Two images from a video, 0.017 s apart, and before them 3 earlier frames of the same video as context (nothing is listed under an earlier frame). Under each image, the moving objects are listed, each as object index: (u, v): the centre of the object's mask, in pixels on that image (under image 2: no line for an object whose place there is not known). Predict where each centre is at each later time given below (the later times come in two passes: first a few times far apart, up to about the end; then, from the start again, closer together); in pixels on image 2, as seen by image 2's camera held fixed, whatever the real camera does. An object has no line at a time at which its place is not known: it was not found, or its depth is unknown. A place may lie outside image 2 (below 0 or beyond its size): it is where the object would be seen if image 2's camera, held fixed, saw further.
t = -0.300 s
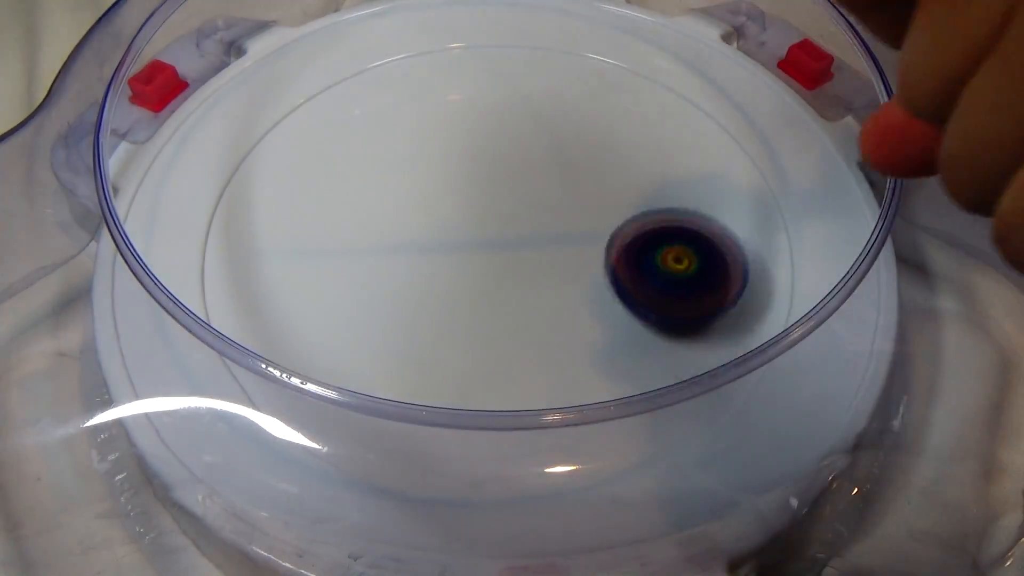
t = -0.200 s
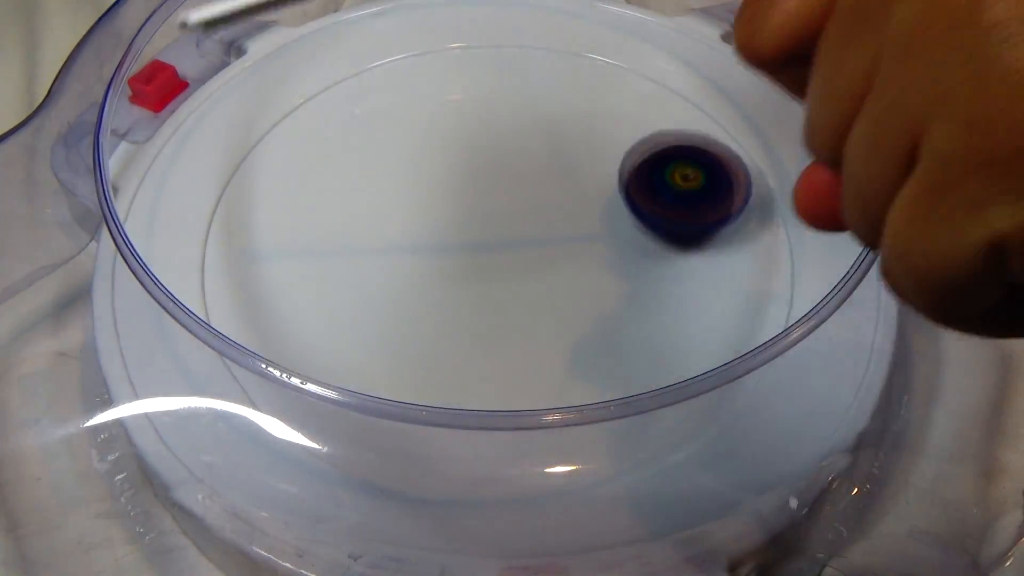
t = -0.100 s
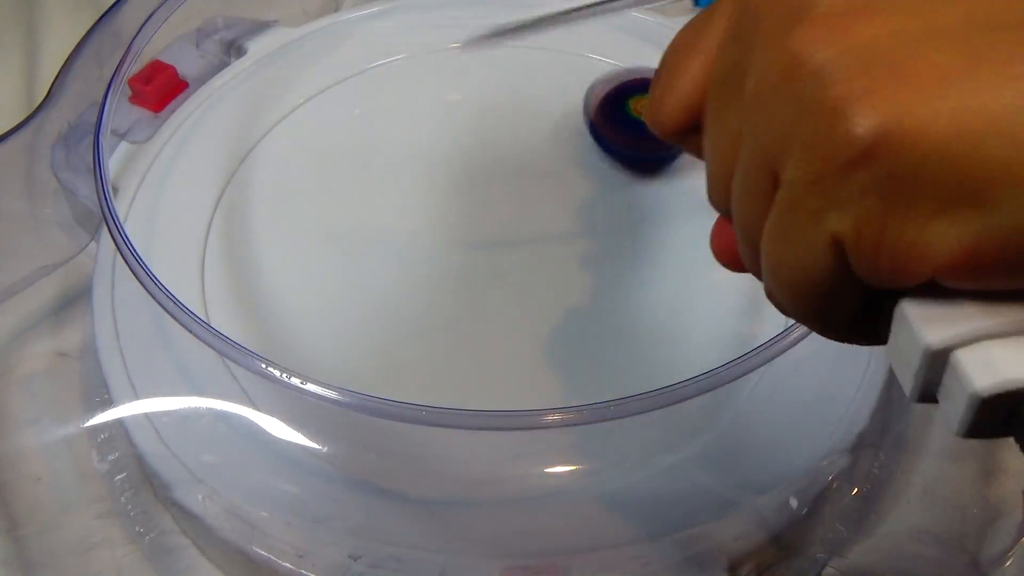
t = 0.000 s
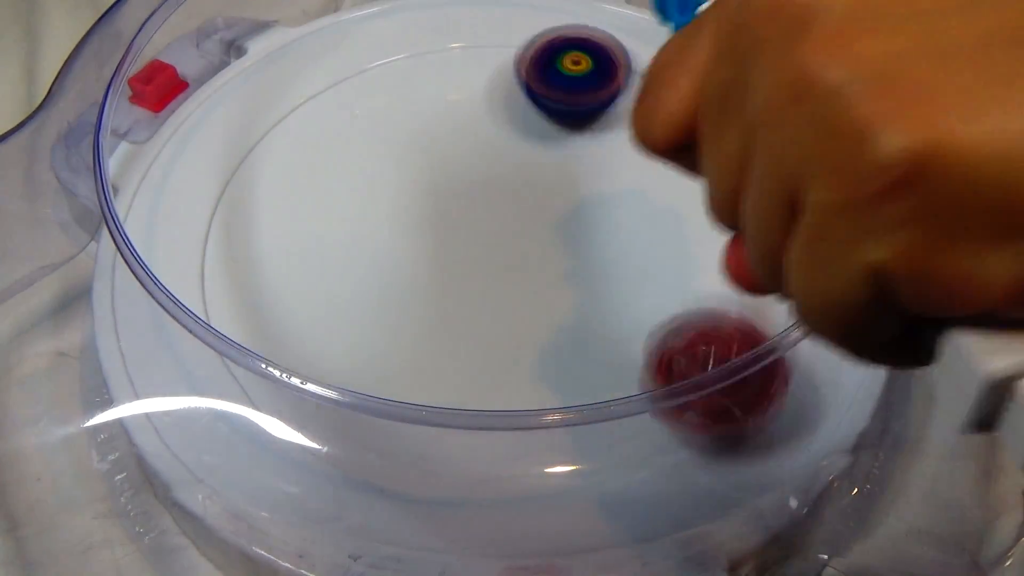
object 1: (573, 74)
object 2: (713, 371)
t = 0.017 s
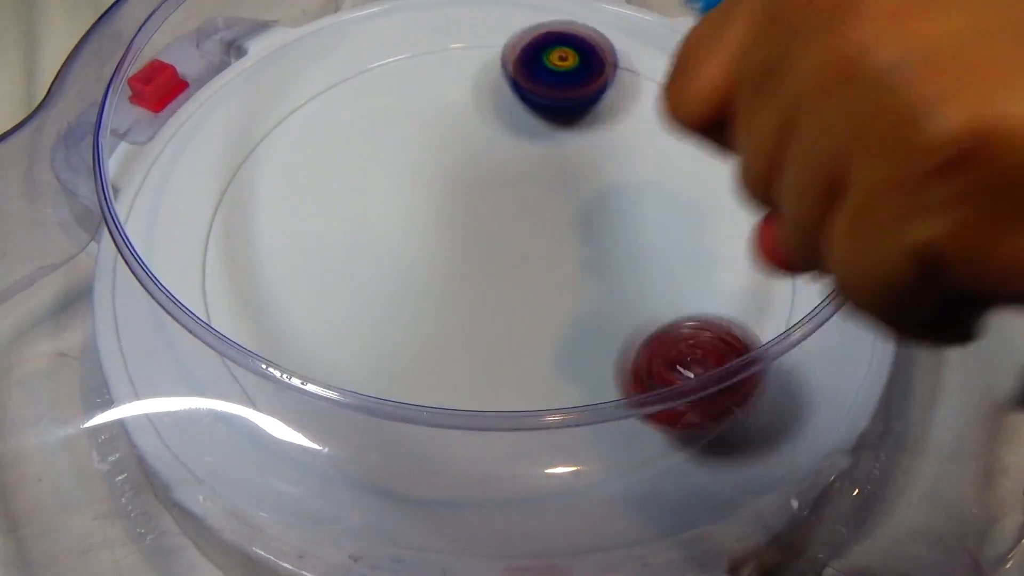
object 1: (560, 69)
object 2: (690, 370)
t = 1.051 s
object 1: (681, 161)
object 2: (343, 343)
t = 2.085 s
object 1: (612, 156)
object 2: (435, 61)
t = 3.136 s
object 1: (515, 257)
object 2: (757, 159)
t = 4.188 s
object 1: (390, 100)
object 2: (303, 303)
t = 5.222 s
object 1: (682, 143)
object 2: (565, 106)
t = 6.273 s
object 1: (411, 102)
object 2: (480, 240)
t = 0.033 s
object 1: (546, 66)
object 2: (657, 343)
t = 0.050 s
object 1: (532, 63)
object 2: (625, 333)
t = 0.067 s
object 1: (517, 60)
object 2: (585, 318)
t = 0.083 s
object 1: (502, 60)
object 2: (549, 307)
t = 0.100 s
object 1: (487, 61)
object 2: (508, 303)
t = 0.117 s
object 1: (471, 62)
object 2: (468, 303)
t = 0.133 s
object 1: (455, 65)
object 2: (430, 310)
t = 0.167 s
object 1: (426, 72)
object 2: (365, 332)
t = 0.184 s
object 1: (413, 77)
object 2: (339, 341)
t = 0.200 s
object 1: (400, 83)
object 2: (320, 332)
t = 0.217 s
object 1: (389, 90)
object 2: (303, 318)
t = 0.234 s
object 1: (378, 98)
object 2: (289, 304)
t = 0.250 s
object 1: (366, 108)
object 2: (276, 294)
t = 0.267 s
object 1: (356, 118)
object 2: (266, 289)
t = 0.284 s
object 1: (347, 128)
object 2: (258, 289)
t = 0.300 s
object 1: (340, 139)
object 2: (253, 293)
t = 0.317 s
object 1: (334, 151)
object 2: (249, 295)
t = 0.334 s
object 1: (329, 164)
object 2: (243, 287)
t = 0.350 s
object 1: (325, 177)
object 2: (242, 276)
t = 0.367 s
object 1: (323, 191)
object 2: (241, 274)
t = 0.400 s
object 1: (332, 218)
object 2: (235, 275)
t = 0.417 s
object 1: (342, 229)
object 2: (227, 278)
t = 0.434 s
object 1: (357, 239)
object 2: (221, 283)
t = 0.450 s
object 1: (372, 250)
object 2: (202, 299)
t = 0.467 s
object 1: (387, 261)
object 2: (197, 308)
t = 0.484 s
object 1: (401, 272)
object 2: (192, 306)
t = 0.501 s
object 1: (416, 282)
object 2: (188, 304)
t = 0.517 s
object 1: (430, 293)
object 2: (190, 312)
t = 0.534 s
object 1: (444, 302)
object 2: (185, 327)
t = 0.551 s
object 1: (458, 311)
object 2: (195, 339)
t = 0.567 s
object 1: (473, 319)
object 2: (202, 357)
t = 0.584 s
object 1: (488, 327)
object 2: (197, 359)
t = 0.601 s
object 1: (505, 333)
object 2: (189, 360)
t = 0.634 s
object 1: (538, 339)
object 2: (174, 383)
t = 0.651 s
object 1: (556, 341)
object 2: (180, 397)
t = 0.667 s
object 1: (573, 341)
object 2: (188, 415)
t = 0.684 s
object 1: (590, 340)
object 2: (188, 418)
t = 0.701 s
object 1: (607, 338)
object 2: (187, 416)
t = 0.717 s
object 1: (623, 335)
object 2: (191, 419)
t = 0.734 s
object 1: (639, 331)
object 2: (197, 425)
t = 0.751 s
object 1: (654, 326)
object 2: (206, 435)
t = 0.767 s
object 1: (667, 320)
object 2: (221, 435)
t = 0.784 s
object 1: (679, 313)
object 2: (237, 434)
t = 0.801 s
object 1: (690, 306)
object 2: (258, 436)
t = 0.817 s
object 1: (699, 298)
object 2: (272, 435)
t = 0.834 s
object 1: (708, 290)
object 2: (278, 438)
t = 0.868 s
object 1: (722, 271)
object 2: (306, 432)
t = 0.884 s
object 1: (726, 260)
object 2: (316, 413)
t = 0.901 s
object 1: (729, 249)
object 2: (319, 405)
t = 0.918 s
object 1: (730, 239)
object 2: (321, 404)
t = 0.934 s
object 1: (729, 228)
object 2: (326, 406)
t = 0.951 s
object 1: (727, 217)
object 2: (337, 390)
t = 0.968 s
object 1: (722, 206)
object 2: (345, 390)
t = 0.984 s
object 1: (717, 196)
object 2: (351, 378)
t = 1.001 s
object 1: (709, 186)
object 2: (356, 362)
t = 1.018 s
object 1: (701, 178)
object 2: (354, 357)
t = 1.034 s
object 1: (691, 170)
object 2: (350, 351)
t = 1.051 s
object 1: (681, 161)
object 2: (343, 343)
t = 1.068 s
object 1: (668, 154)
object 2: (336, 336)
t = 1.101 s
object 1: (642, 143)
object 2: (316, 318)
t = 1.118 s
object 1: (628, 138)
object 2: (305, 308)
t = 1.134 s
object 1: (613, 134)
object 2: (293, 297)
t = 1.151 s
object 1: (598, 132)
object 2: (281, 287)
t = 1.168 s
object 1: (583, 130)
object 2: (268, 276)
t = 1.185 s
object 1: (569, 129)
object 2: (254, 267)
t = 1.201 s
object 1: (554, 129)
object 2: (240, 257)
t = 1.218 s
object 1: (540, 131)
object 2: (228, 249)
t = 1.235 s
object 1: (526, 132)
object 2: (216, 240)
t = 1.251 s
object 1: (511, 135)
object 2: (216, 232)
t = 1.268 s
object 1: (497, 138)
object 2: (225, 229)
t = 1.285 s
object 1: (483, 143)
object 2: (234, 230)
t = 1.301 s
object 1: (469, 147)
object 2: (243, 227)
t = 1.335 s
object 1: (444, 158)
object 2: (253, 222)
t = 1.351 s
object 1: (432, 165)
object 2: (257, 217)
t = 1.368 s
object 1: (421, 171)
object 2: (259, 213)
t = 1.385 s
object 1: (410, 179)
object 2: (259, 206)
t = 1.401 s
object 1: (401, 187)
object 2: (259, 202)
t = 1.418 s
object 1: (391, 196)
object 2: (259, 195)
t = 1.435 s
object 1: (391, 205)
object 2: (248, 186)
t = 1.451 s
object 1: (398, 215)
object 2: (232, 176)
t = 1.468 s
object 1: (403, 226)
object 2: (227, 171)
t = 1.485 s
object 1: (408, 237)
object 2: (232, 169)
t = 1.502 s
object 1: (413, 249)
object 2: (238, 173)
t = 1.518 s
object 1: (419, 260)
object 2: (247, 181)
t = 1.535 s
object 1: (425, 270)
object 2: (248, 176)
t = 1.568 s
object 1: (441, 290)
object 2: (256, 178)
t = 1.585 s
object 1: (452, 298)
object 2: (258, 172)
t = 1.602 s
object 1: (464, 306)
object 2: (261, 170)
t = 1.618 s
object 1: (477, 313)
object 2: (261, 164)
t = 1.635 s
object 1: (490, 318)
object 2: (263, 160)
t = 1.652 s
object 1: (505, 323)
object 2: (266, 156)
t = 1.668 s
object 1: (519, 326)
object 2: (270, 152)
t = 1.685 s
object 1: (533, 328)
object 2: (274, 148)
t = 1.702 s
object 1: (548, 329)
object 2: (278, 145)
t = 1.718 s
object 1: (564, 329)
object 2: (282, 142)
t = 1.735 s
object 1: (579, 327)
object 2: (287, 139)
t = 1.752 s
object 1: (595, 324)
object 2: (292, 137)
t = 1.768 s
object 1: (609, 319)
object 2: (298, 135)
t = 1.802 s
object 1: (633, 308)
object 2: (311, 131)
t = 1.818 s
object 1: (644, 301)
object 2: (317, 128)
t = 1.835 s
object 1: (654, 293)
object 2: (324, 127)
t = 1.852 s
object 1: (662, 283)
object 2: (330, 125)
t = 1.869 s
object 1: (668, 273)
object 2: (338, 123)
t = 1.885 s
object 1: (672, 263)
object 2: (346, 120)
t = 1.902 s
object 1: (675, 252)
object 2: (355, 116)
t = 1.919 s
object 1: (677, 241)
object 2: (363, 111)
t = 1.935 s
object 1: (677, 230)
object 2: (370, 107)
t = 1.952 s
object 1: (675, 220)
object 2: (379, 102)
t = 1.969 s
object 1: (671, 210)
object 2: (387, 97)
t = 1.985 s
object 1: (666, 200)
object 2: (396, 91)
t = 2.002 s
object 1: (660, 191)
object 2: (403, 85)
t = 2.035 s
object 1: (644, 175)
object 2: (415, 75)
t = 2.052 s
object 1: (634, 168)
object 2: (423, 71)
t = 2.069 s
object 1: (624, 162)
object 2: (429, 66)
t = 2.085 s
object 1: (612, 156)
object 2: (435, 61)
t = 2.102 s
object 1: (601, 152)
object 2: (441, 58)
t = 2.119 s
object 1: (591, 148)
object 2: (447, 56)
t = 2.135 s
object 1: (578, 144)
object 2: (452, 53)
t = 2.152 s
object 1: (564, 142)
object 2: (457, 50)
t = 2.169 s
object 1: (551, 141)
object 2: (461, 49)
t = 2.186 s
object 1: (539, 140)
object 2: (465, 48)
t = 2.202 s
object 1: (526, 139)
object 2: (469, 48)
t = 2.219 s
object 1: (513, 140)
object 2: (474, 48)
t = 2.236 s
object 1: (499, 142)
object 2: (478, 49)
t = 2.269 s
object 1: (475, 147)
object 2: (486, 51)
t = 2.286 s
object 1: (463, 150)
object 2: (490, 53)
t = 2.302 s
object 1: (450, 155)
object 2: (495, 54)
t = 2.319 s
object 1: (438, 160)
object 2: (498, 56)
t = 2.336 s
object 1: (427, 166)
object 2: (502, 57)
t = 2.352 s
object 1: (418, 172)
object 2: (507, 61)
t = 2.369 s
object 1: (408, 179)
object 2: (512, 63)
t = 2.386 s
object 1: (399, 186)
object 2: (517, 65)
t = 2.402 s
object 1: (389, 195)
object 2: (523, 69)
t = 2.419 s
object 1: (383, 203)
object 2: (530, 72)
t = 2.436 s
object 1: (377, 212)
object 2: (536, 75)
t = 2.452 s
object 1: (372, 222)
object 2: (541, 77)
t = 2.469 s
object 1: (367, 232)
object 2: (548, 80)
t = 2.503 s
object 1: (361, 252)
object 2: (564, 87)
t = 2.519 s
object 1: (361, 263)
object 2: (571, 91)
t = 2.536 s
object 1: (362, 274)
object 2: (581, 94)
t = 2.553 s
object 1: (363, 285)
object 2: (591, 97)
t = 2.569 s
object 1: (367, 296)
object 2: (600, 99)
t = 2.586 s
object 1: (372, 306)
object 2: (607, 102)
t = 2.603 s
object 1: (380, 316)
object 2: (617, 106)
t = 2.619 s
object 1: (388, 325)
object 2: (626, 109)
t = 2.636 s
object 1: (397, 333)
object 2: (634, 111)
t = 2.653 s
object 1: (407, 340)
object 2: (644, 114)
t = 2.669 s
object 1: (420, 345)
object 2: (654, 117)
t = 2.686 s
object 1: (434, 350)
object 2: (665, 118)
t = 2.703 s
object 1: (448, 353)
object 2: (671, 120)
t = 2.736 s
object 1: (478, 358)
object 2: (688, 126)
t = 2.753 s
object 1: (495, 360)
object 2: (694, 128)
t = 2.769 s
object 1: (508, 358)
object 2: (702, 132)
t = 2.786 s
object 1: (523, 358)
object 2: (709, 134)
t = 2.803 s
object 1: (540, 356)
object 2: (712, 135)
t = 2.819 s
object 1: (555, 352)
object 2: (715, 138)
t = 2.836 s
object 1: (568, 348)
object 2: (718, 142)
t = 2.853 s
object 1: (582, 344)
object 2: (719, 145)
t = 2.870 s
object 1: (595, 338)
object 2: (720, 149)
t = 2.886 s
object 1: (604, 331)
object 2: (721, 151)
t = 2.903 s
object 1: (614, 323)
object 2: (721, 154)
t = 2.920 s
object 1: (623, 313)
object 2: (720, 158)
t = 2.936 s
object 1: (630, 303)
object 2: (720, 162)
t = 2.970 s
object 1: (640, 284)
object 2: (719, 171)
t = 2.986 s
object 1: (642, 273)
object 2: (719, 175)
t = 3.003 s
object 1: (643, 263)
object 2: (717, 179)
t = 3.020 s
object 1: (631, 260)
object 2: (723, 177)
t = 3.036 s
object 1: (612, 262)
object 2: (736, 170)
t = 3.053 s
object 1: (596, 263)
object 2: (744, 167)
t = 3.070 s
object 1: (577, 262)
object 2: (751, 163)
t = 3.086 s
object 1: (560, 261)
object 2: (755, 160)
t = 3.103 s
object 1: (546, 259)
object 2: (759, 159)
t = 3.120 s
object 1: (530, 258)
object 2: (758, 158)
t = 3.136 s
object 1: (515, 257)
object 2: (757, 159)
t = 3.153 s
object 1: (503, 256)
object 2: (753, 160)
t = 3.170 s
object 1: (488, 257)
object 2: (750, 162)
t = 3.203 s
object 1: (463, 260)
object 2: (742, 165)
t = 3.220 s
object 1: (451, 262)
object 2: (737, 167)
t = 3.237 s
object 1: (439, 265)
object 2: (730, 171)
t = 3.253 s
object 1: (430, 267)
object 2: (726, 173)
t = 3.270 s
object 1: (420, 271)
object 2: (719, 177)
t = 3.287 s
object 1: (410, 275)
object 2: (712, 181)
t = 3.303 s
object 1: (402, 279)
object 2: (703, 188)
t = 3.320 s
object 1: (393, 283)
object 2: (695, 196)
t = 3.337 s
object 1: (385, 288)
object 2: (685, 204)
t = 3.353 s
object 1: (379, 293)
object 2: (676, 212)
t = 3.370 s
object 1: (373, 298)
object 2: (665, 219)
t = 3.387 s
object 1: (366, 304)
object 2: (654, 229)
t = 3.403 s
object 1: (362, 310)
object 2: (645, 238)
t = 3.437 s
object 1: (356, 323)
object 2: (624, 264)
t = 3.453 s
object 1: (356, 328)
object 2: (612, 278)
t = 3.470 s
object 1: (358, 333)
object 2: (605, 292)
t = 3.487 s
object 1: (362, 337)
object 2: (595, 307)
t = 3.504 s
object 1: (367, 342)
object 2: (588, 322)
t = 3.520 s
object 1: (375, 346)
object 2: (579, 336)
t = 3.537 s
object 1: (384, 349)
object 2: (572, 351)
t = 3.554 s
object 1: (394, 353)
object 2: (568, 361)
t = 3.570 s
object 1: (408, 354)
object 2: (561, 369)
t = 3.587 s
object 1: (418, 355)
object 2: (559, 376)
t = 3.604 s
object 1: (428, 353)
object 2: (557, 405)
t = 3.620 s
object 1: (433, 345)
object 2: (561, 429)
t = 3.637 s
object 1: (437, 332)
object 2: (560, 438)
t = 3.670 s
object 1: (445, 316)
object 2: (560, 443)
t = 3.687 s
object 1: (449, 303)
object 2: (560, 437)
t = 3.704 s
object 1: (450, 289)
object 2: (561, 432)
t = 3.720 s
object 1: (453, 277)
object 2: (558, 430)
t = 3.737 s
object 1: (453, 264)
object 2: (558, 430)
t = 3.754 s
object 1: (454, 252)
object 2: (551, 428)
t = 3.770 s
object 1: (454, 239)
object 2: (540, 411)
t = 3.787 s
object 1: (454, 228)
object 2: (532, 412)
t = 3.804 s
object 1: (453, 218)
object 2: (524, 411)
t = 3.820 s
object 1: (452, 209)
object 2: (519, 408)
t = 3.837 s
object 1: (451, 200)
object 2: (506, 405)
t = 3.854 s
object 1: (449, 192)
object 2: (499, 400)
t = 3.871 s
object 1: (447, 185)
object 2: (490, 396)
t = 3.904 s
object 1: (441, 173)
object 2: (469, 380)
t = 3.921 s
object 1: (437, 167)
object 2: (459, 378)
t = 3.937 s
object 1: (434, 163)
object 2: (448, 375)
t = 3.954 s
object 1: (430, 158)
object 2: (437, 373)
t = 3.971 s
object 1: (426, 152)
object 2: (425, 369)
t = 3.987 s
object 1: (423, 146)
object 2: (416, 365)
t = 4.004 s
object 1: (419, 141)
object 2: (404, 362)
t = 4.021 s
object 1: (415, 136)
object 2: (391, 357)
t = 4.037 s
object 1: (411, 130)
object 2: (383, 352)
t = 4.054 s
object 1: (408, 125)
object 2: (371, 348)
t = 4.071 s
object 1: (405, 121)
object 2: (360, 342)
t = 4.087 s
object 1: (403, 118)
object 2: (354, 337)
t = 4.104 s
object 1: (400, 114)
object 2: (342, 331)
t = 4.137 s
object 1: (395, 108)
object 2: (325, 319)
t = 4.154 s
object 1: (393, 105)
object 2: (315, 314)
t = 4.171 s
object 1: (391, 102)
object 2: (307, 307)
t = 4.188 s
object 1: (390, 100)
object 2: (303, 303)
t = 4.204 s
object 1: (389, 99)
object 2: (295, 296)
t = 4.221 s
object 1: (388, 97)
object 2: (291, 290)
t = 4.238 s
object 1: (387, 95)
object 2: (289, 286)
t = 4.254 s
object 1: (387, 95)
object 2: (284, 280)
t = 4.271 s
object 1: (388, 94)
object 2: (282, 274)
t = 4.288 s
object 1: (389, 94)
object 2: (282, 270)
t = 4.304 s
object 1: (390, 94)
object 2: (279, 265)
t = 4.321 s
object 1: (392, 94)
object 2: (279, 259)
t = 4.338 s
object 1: (394, 94)
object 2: (282, 256)
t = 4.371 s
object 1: (402, 95)
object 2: (282, 245)
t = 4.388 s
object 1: (406, 96)
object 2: (287, 241)
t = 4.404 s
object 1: (411, 97)
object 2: (287, 236)
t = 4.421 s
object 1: (416, 97)
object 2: (290, 230)
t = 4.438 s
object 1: (422, 98)
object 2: (295, 226)
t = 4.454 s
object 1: (428, 99)
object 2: (297, 221)
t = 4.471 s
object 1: (434, 100)
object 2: (301, 215)
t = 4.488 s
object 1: (441, 101)
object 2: (308, 210)
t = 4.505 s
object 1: (447, 101)
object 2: (311, 206)
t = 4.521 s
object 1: (455, 101)
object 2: (316, 200)
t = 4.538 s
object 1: (462, 102)
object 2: (321, 194)
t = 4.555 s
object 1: (470, 102)
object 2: (327, 189)
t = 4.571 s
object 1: (478, 103)
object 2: (333, 185)
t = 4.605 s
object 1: (493, 103)
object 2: (345, 172)
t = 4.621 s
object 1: (500, 103)
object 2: (352, 167)
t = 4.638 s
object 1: (508, 103)
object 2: (357, 160)
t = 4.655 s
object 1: (515, 103)
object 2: (365, 154)
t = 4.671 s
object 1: (523, 103)
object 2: (373, 150)
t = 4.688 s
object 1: (530, 103)
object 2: (378, 143)
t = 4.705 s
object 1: (538, 102)
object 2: (384, 137)
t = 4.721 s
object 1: (546, 101)
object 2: (393, 130)
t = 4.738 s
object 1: (552, 101)
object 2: (398, 125)
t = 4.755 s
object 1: (560, 100)
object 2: (404, 119)
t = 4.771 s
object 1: (566, 99)
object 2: (410, 112)
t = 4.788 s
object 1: (574, 98)
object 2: (417, 107)
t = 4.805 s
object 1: (580, 98)
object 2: (424, 104)
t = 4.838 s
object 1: (594, 96)
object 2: (434, 94)
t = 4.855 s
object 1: (600, 95)
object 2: (442, 91)
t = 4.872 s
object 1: (607, 95)
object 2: (446, 89)
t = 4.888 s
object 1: (612, 95)
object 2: (452, 86)
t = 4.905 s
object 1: (619, 94)
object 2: (457, 83)
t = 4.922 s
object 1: (625, 95)
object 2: (463, 82)
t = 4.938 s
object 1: (630, 95)
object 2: (470, 82)
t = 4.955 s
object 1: (636, 95)
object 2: (473, 79)
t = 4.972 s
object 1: (641, 96)
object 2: (480, 79)
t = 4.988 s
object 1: (646, 97)
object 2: (487, 79)
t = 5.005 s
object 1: (651, 98)
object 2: (491, 79)
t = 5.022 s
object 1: (655, 99)
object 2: (495, 79)
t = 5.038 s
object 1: (660, 101)
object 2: (500, 79)
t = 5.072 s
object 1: (666, 105)
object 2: (513, 82)
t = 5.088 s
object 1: (669, 108)
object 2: (516, 83)
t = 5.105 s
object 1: (672, 110)
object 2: (522, 85)
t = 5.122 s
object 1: (675, 114)
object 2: (529, 87)
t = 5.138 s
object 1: (676, 118)
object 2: (534, 90)
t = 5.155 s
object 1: (679, 121)
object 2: (539, 94)
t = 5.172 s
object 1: (679, 127)
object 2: (545, 95)
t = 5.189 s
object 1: (681, 131)
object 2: (551, 98)
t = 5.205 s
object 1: (683, 137)
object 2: (560, 103)
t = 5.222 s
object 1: (682, 143)
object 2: (565, 106)
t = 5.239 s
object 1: (685, 148)
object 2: (570, 111)
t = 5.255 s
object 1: (685, 155)
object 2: (578, 113)
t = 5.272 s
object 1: (687, 161)
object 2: (585, 118)
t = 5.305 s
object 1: (698, 184)
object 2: (590, 121)
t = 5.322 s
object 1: (704, 194)
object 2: (594, 122)
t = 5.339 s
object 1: (707, 206)
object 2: (599, 122)
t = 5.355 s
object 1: (711, 216)
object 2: (603, 126)
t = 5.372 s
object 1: (716, 227)
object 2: (607, 130)
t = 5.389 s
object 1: (716, 238)
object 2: (608, 133)
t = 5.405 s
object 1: (720, 246)
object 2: (609, 138)
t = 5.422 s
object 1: (720, 255)
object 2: (613, 141)
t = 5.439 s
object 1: (720, 263)
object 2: (615, 146)
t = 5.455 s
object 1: (720, 269)
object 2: (620, 152)
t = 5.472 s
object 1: (717, 277)
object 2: (620, 158)
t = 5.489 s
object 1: (716, 281)
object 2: (622, 164)
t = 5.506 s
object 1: (713, 287)
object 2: (624, 169)
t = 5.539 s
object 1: (705, 293)
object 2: (631, 183)
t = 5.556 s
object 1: (700, 297)
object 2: (632, 190)
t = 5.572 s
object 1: (693, 300)
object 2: (634, 198)
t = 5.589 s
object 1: (690, 301)
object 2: (634, 204)
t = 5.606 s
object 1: (683, 305)
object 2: (635, 211)
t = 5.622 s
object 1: (673, 324)
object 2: (643, 205)
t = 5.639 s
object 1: (667, 365)
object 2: (643, 174)
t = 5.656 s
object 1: (659, 411)
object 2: (641, 146)
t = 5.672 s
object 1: (644, 473)
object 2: (640, 119)
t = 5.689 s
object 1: (627, 504)
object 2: (637, 92)
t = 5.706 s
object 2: (634, 71)
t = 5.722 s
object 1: (558, 490)
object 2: (628, 50)
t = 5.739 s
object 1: (521, 484)
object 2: (623, 36)
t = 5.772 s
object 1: (465, 438)
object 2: (601, 37)
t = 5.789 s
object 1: (438, 427)
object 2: (588, 39)
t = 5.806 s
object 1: (415, 406)
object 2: (576, 39)
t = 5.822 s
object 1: (398, 384)
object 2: (564, 41)
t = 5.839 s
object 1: (383, 359)
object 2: (552, 39)
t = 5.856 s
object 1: (364, 344)
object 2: (541, 41)
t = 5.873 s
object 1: (351, 331)
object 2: (529, 44)
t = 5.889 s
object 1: (340, 312)
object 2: (519, 46)
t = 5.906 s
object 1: (330, 293)
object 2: (508, 50)
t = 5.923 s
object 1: (323, 274)
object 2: (498, 55)
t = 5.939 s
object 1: (319, 256)
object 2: (488, 60)
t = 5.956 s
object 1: (315, 239)
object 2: (481, 66)
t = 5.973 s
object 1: (310, 223)
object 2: (473, 72)
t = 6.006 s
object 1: (305, 189)
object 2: (461, 86)
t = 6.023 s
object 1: (305, 175)
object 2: (455, 96)
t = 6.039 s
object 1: (309, 161)
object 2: (451, 103)
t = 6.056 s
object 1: (309, 149)
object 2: (447, 112)
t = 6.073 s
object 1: (311, 136)
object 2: (445, 120)
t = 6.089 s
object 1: (314, 125)
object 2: (441, 129)
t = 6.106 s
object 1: (321, 117)
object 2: (442, 137)
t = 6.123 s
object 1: (327, 108)
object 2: (441, 147)
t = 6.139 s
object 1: (333, 103)
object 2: (443, 156)
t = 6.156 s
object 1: (339, 97)
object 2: (444, 166)
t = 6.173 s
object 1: (350, 93)
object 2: (448, 176)
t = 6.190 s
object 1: (359, 92)
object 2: (451, 187)
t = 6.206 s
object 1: (367, 90)
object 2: (456, 197)
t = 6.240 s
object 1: (390, 93)
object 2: (467, 219)
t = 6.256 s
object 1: (399, 97)
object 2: (472, 230)
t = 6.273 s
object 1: (411, 102)
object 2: (480, 240)
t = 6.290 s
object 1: (423, 109)
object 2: (486, 251)
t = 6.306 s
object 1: (433, 115)
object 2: (495, 261)
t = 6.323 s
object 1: (442, 122)
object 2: (501, 270)
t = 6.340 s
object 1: (452, 129)
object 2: (512, 279)
